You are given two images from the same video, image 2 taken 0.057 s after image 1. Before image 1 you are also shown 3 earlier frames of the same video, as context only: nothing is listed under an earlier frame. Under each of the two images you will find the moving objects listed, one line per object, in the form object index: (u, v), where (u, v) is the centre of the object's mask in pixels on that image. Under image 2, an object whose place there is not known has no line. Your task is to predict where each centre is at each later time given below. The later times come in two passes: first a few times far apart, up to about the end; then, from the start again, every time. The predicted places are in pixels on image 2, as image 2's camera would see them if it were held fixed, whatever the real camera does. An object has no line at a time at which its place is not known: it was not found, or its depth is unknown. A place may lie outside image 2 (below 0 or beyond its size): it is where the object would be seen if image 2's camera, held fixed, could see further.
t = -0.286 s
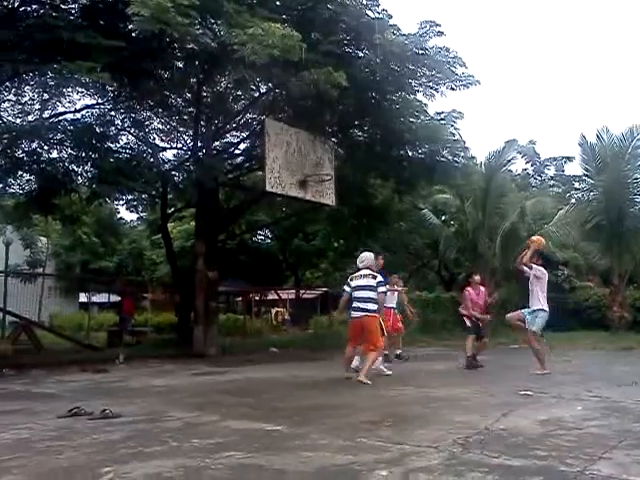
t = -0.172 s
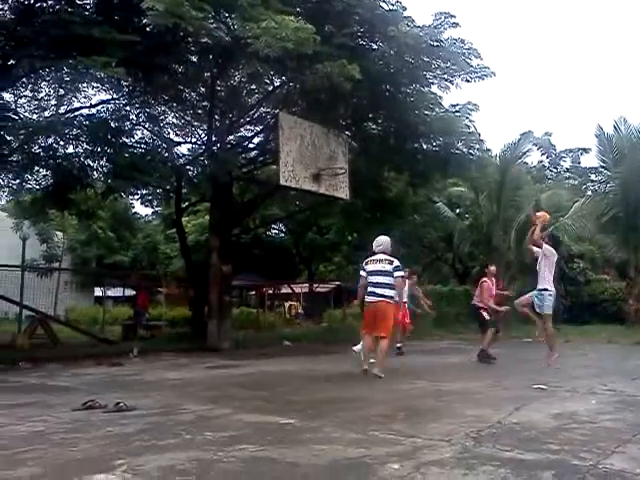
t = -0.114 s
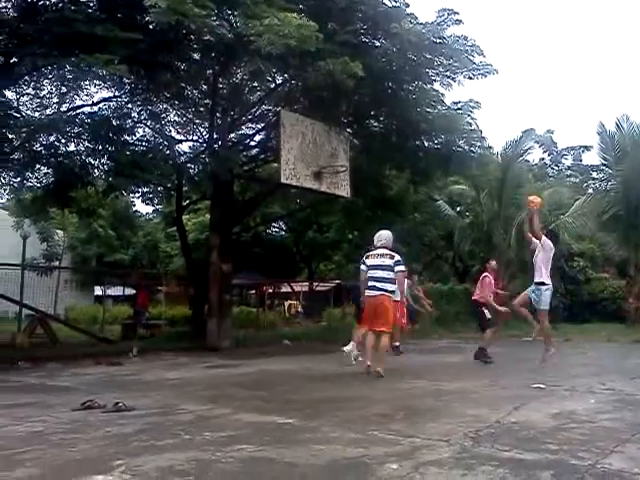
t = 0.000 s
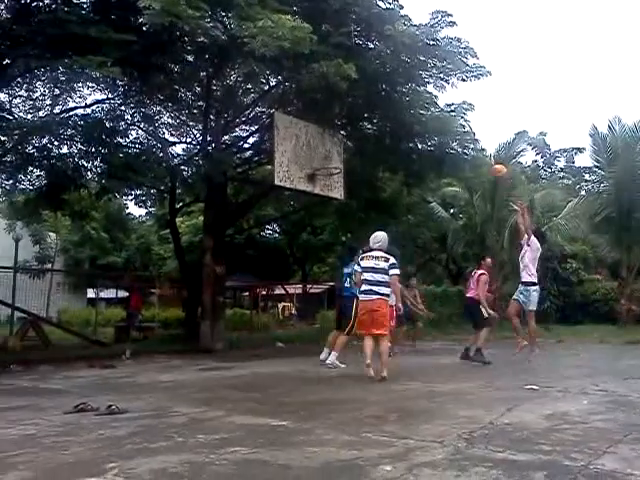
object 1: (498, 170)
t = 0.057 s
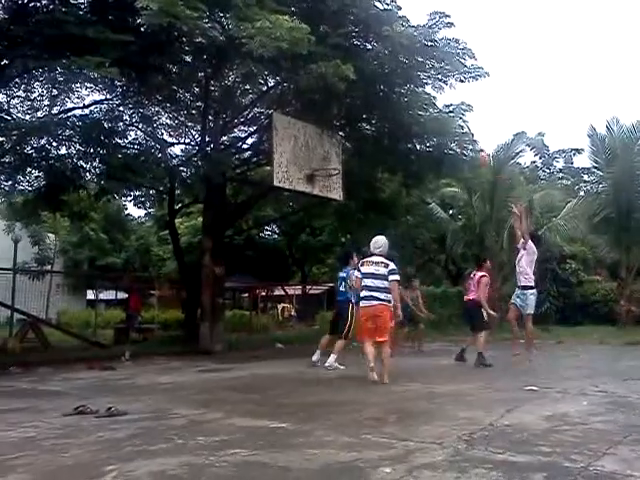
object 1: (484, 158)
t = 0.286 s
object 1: (431, 129)
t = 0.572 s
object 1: (373, 137)
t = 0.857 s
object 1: (355, 151)
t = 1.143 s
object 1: (395, 150)
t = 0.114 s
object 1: (469, 149)
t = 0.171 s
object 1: (457, 140)
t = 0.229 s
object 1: (443, 132)
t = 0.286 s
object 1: (431, 129)
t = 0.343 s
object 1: (418, 128)
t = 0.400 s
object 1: (406, 127)
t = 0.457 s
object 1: (395, 129)
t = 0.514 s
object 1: (384, 132)
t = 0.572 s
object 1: (373, 137)
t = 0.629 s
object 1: (361, 143)
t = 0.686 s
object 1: (351, 152)
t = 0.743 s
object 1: (341, 163)
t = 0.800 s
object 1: (350, 155)
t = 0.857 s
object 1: (355, 151)
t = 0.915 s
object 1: (362, 146)
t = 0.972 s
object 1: (369, 145)
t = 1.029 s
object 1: (378, 145)
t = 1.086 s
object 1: (387, 146)
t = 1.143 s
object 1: (395, 150)
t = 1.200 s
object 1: (403, 156)
